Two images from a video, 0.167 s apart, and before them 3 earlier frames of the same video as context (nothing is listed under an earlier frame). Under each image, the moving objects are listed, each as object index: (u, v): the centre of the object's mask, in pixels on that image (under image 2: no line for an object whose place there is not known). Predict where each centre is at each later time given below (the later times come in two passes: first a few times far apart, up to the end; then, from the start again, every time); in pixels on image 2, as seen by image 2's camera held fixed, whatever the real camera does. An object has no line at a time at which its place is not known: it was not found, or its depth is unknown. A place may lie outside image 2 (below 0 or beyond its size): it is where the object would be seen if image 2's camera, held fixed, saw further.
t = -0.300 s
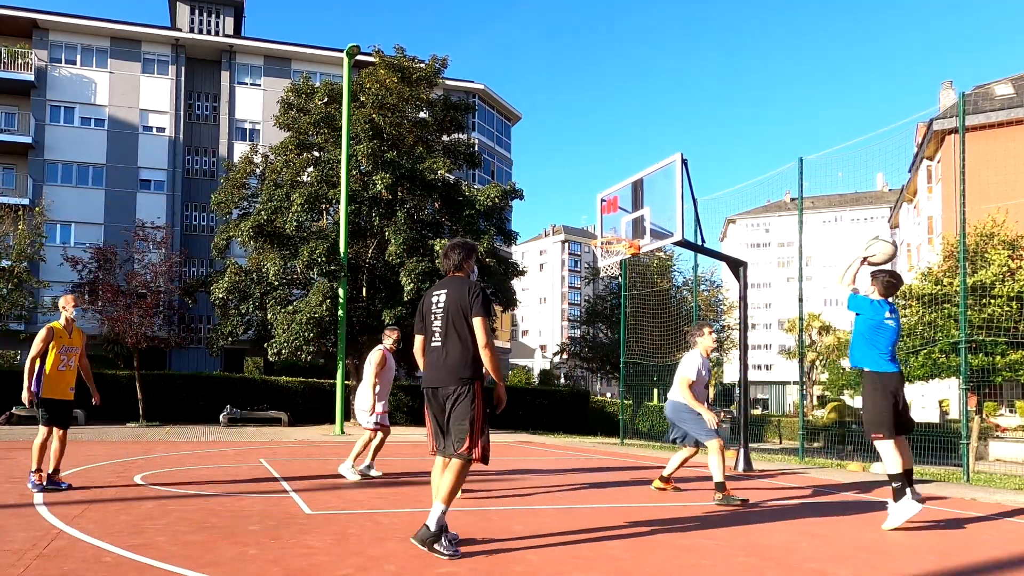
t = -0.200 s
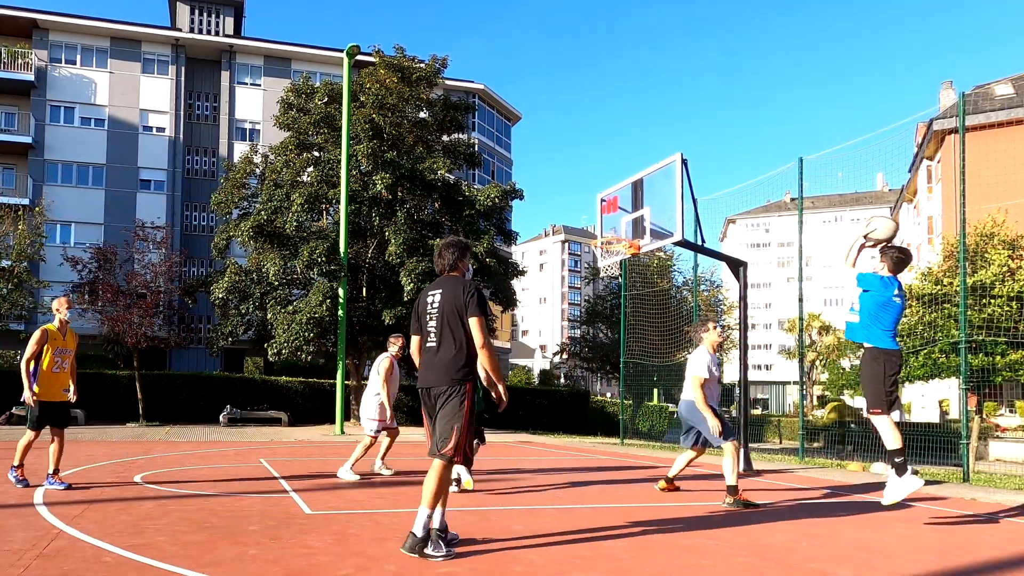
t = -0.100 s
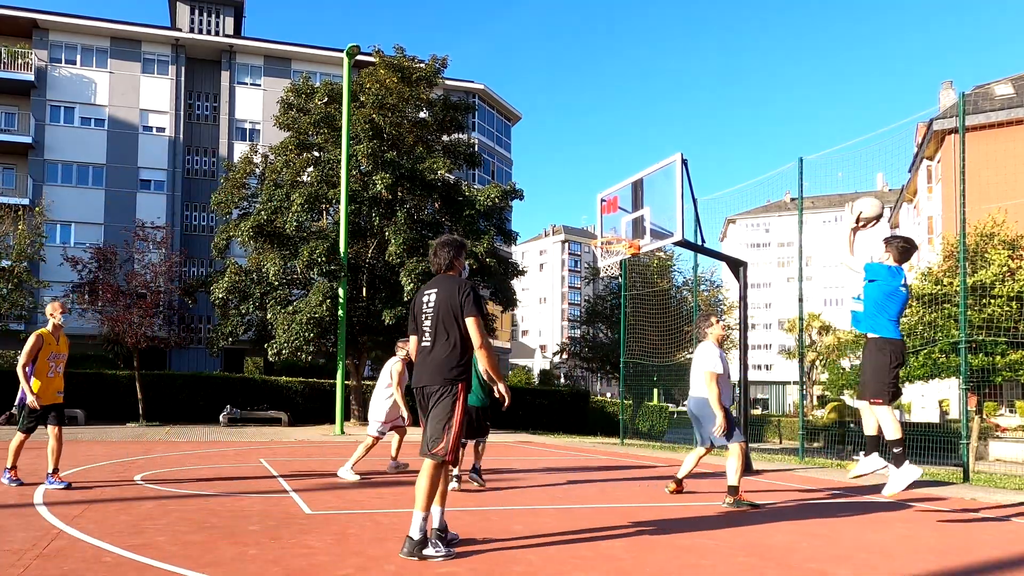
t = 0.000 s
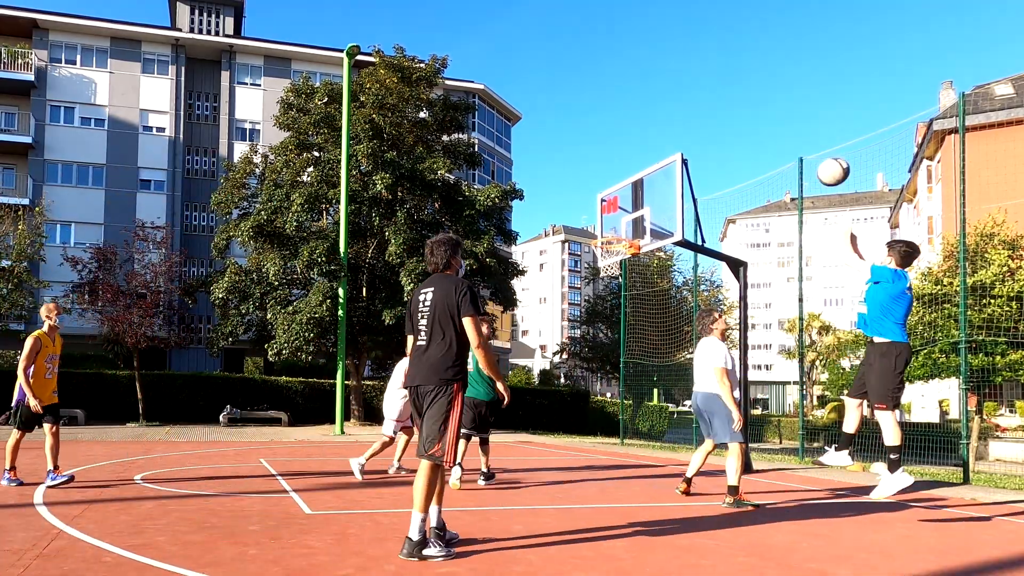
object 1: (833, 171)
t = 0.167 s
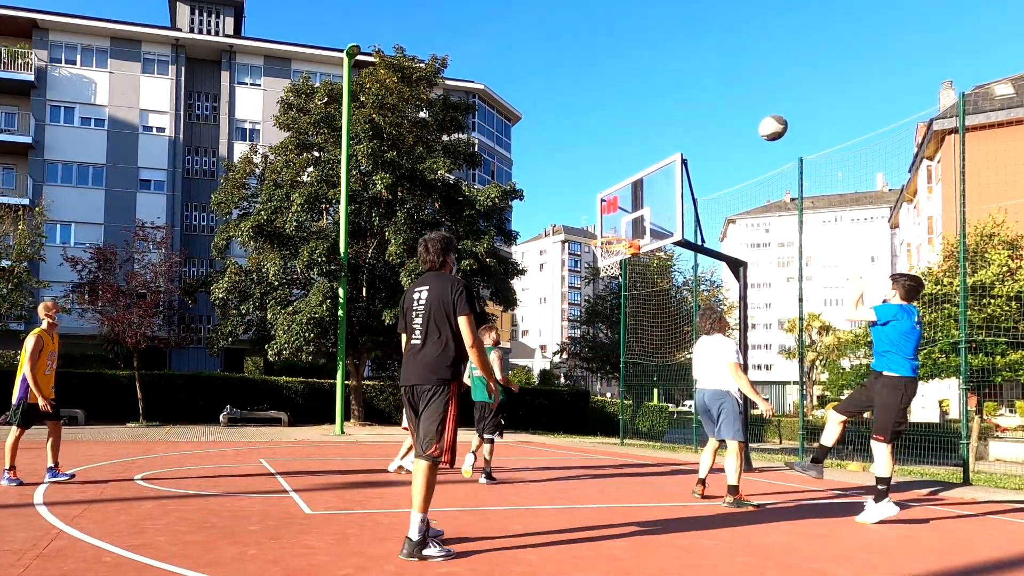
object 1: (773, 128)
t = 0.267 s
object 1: (743, 118)
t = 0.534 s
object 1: (678, 137)
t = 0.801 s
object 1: (626, 203)
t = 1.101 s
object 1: (601, 297)
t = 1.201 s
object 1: (600, 336)
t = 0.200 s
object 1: (763, 123)
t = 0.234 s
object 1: (752, 120)
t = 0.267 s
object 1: (743, 118)
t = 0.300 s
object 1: (734, 117)
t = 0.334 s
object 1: (725, 117)
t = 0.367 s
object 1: (716, 118)
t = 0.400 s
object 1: (708, 120)
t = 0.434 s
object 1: (700, 123)
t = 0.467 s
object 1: (692, 127)
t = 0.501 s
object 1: (685, 132)
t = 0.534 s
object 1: (678, 137)
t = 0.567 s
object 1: (671, 143)
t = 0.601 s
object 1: (664, 150)
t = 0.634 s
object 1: (657, 157)
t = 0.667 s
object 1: (651, 165)
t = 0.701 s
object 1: (645, 174)
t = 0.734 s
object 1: (639, 183)
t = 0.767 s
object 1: (632, 193)
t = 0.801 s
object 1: (626, 203)
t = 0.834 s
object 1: (622, 215)
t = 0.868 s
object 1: (616, 226)
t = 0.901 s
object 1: (611, 234)
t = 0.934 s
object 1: (603, 250)
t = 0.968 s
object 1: (602, 250)
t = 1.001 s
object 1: (614, 260)
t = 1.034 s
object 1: (604, 277)
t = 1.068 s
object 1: (601, 286)
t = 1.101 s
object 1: (601, 297)
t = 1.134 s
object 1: (601, 309)
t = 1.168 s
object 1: (600, 322)
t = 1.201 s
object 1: (600, 336)
